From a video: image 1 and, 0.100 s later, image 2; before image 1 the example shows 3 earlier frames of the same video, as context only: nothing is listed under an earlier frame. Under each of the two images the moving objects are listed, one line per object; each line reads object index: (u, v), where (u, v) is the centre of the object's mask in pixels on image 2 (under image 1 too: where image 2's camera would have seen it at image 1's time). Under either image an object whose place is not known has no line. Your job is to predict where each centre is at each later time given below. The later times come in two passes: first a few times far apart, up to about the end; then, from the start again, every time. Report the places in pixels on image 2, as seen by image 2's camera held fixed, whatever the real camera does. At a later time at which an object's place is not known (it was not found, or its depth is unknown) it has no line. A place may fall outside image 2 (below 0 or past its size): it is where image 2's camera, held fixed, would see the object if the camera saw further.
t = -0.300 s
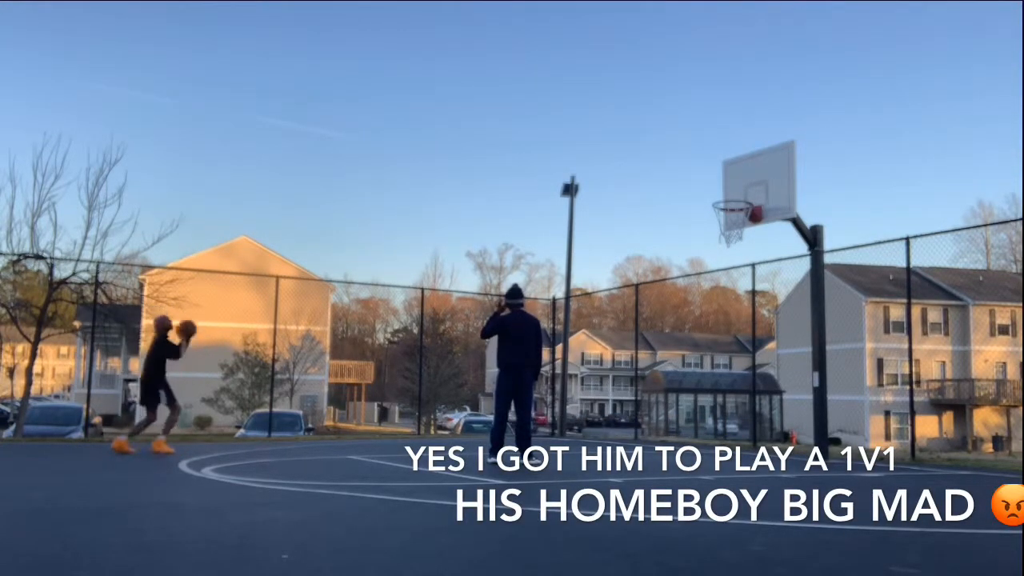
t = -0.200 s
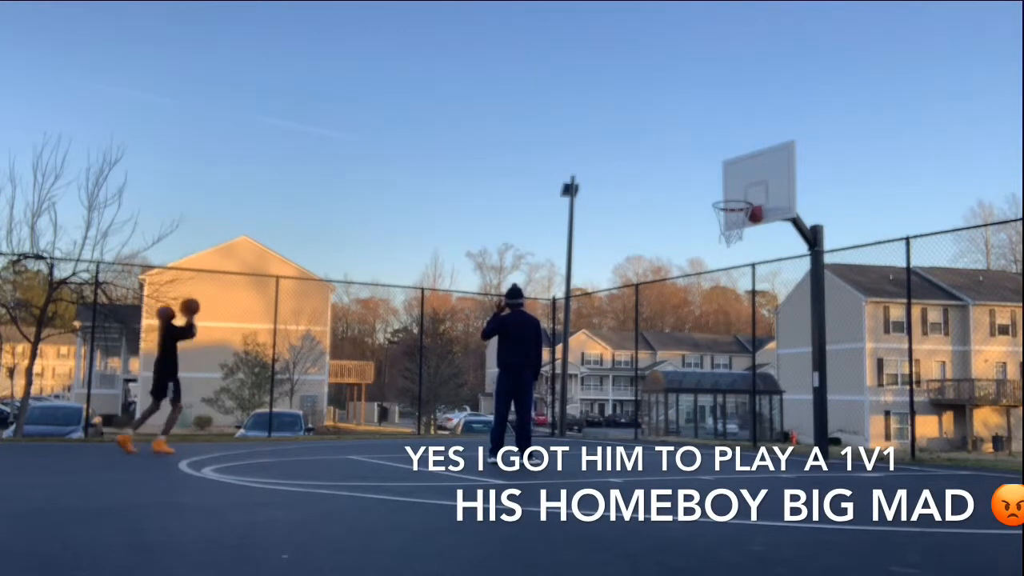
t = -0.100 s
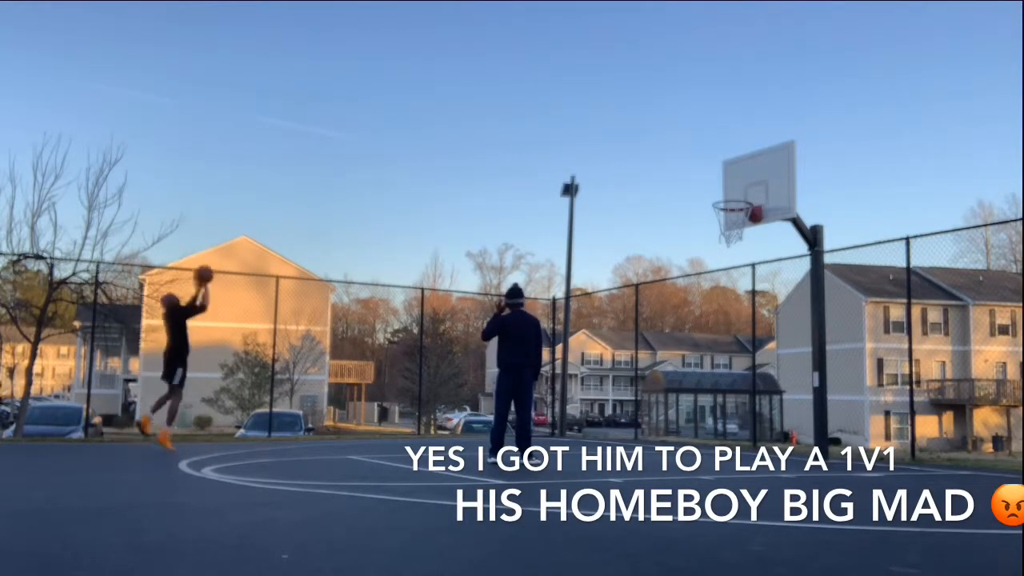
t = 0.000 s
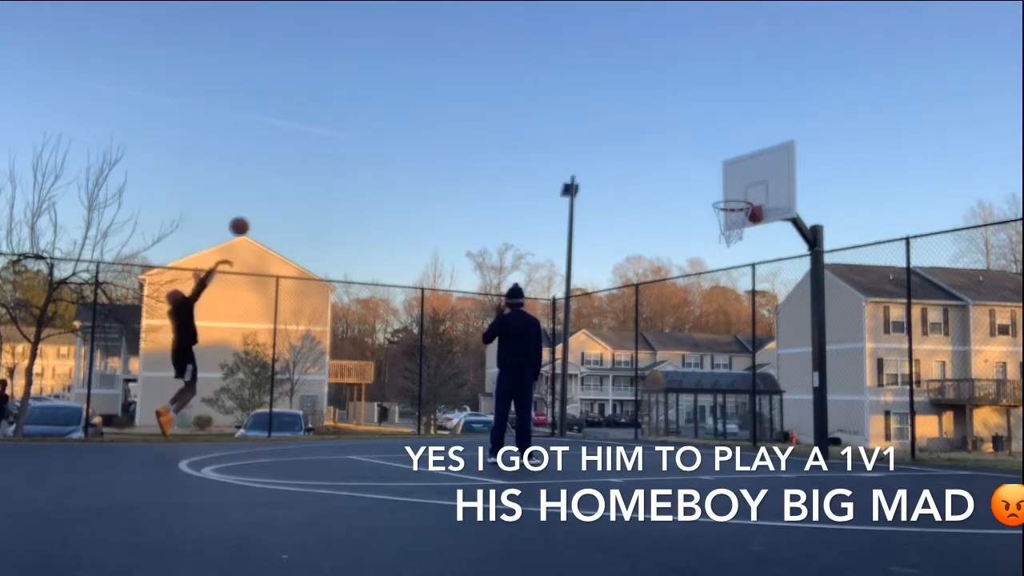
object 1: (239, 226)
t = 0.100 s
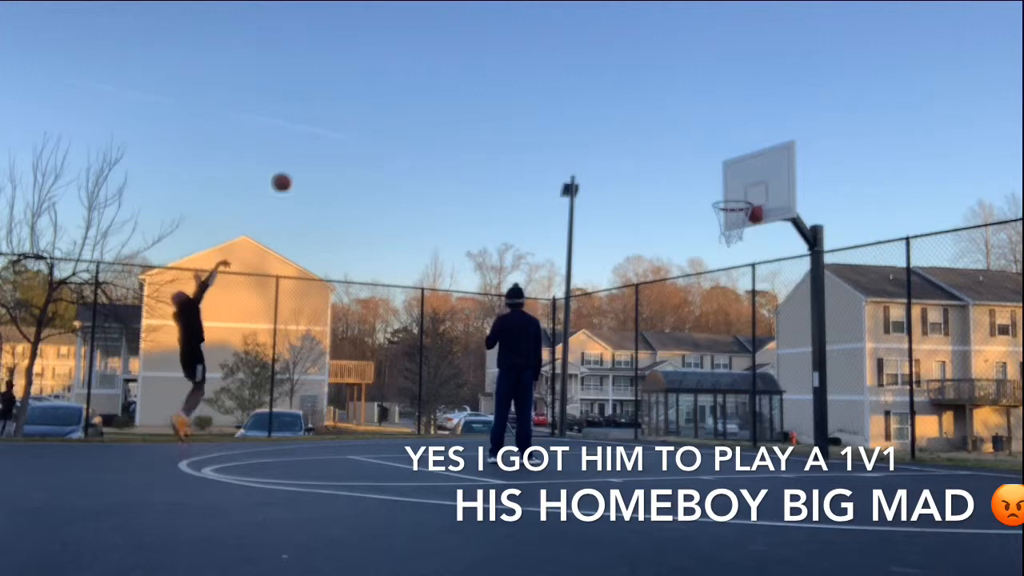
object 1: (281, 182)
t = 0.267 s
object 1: (347, 128)
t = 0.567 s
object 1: (459, 81)
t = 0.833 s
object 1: (553, 93)
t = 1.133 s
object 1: (657, 169)
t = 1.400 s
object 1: (752, 291)
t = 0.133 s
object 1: (295, 169)
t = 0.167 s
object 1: (308, 157)
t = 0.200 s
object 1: (321, 146)
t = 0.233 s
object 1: (334, 137)
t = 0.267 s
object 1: (347, 128)
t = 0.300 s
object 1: (360, 119)
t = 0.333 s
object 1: (373, 111)
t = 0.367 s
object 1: (386, 105)
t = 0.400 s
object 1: (398, 99)
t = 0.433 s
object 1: (410, 93)
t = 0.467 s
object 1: (423, 89)
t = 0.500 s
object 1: (435, 85)
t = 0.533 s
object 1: (447, 82)
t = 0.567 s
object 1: (459, 81)
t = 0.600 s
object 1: (470, 79)
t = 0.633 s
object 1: (482, 79)
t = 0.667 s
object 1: (494, 80)
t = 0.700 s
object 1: (506, 81)
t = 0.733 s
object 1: (518, 83)
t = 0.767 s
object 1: (529, 86)
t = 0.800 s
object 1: (541, 89)
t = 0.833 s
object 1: (553, 93)
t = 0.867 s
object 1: (564, 98)
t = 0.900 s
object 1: (576, 104)
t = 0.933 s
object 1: (587, 111)
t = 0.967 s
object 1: (599, 118)
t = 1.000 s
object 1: (611, 126)
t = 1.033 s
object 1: (622, 136)
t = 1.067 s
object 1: (634, 146)
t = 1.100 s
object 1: (645, 157)
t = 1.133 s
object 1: (657, 169)
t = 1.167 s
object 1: (669, 181)
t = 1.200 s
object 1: (681, 194)
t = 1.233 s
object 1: (692, 208)
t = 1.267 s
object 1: (704, 222)
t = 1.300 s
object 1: (716, 238)
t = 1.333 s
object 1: (727, 255)
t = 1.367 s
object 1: (739, 273)
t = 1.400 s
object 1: (752, 291)
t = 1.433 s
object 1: (764, 311)
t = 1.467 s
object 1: (776, 330)
